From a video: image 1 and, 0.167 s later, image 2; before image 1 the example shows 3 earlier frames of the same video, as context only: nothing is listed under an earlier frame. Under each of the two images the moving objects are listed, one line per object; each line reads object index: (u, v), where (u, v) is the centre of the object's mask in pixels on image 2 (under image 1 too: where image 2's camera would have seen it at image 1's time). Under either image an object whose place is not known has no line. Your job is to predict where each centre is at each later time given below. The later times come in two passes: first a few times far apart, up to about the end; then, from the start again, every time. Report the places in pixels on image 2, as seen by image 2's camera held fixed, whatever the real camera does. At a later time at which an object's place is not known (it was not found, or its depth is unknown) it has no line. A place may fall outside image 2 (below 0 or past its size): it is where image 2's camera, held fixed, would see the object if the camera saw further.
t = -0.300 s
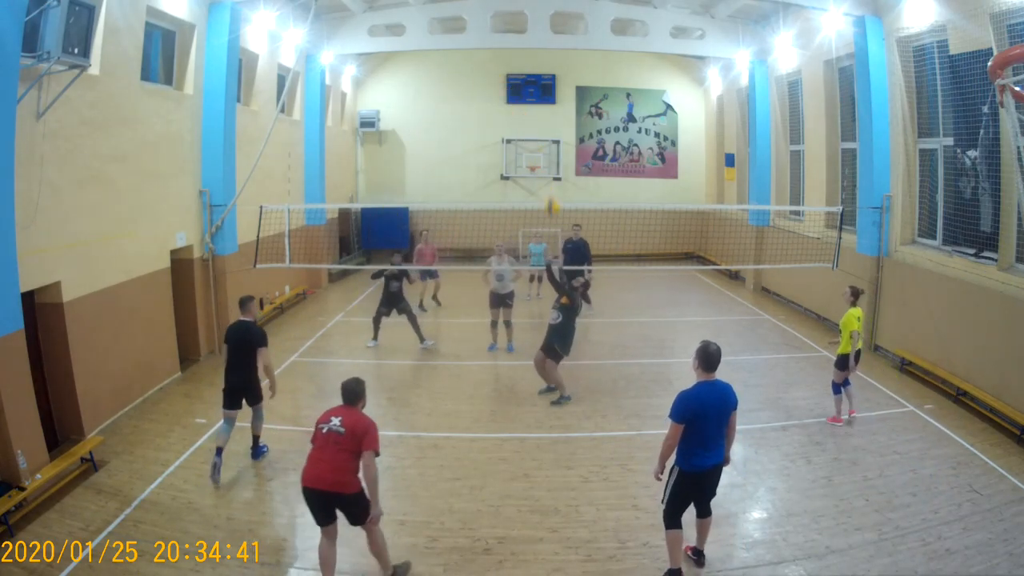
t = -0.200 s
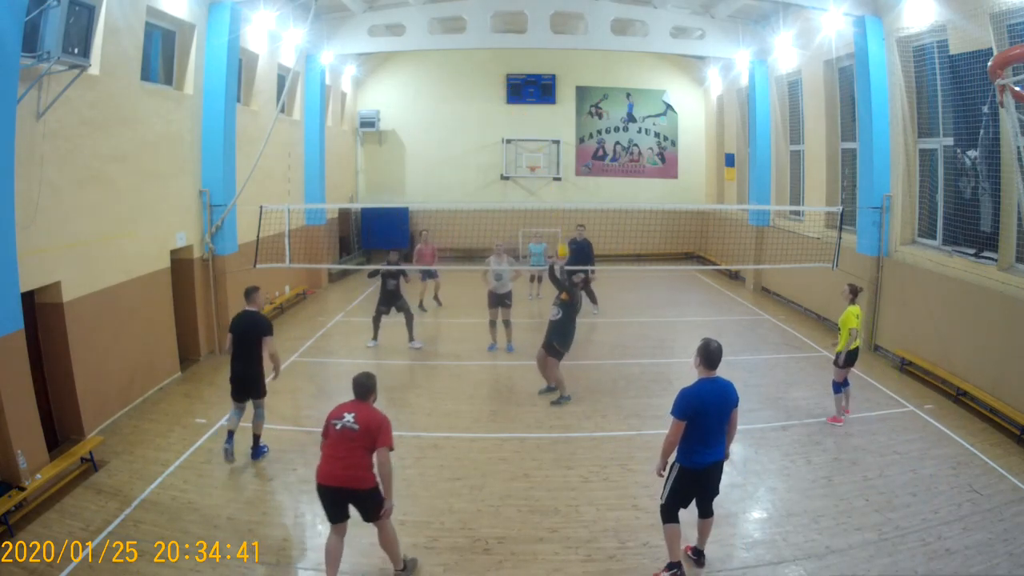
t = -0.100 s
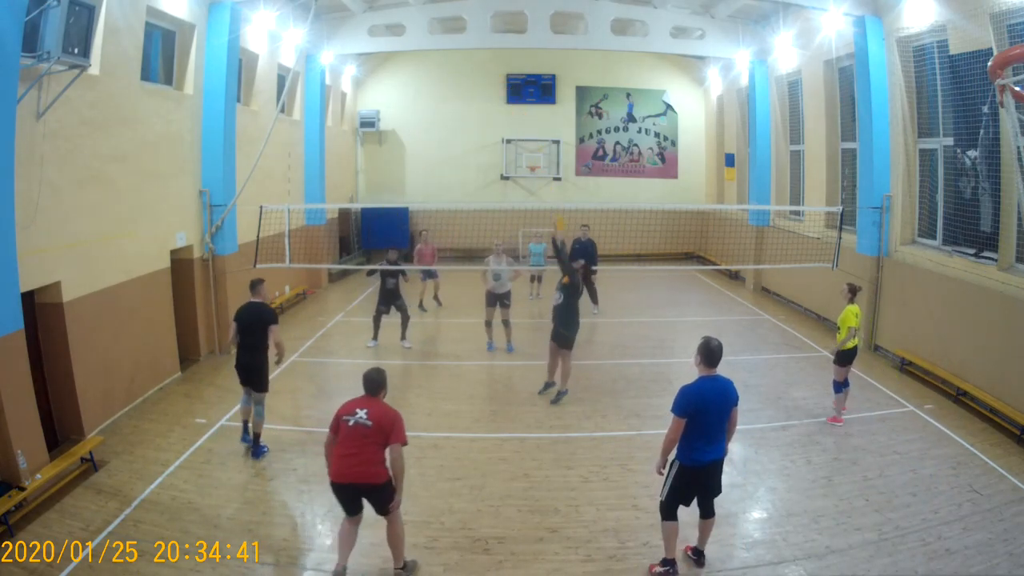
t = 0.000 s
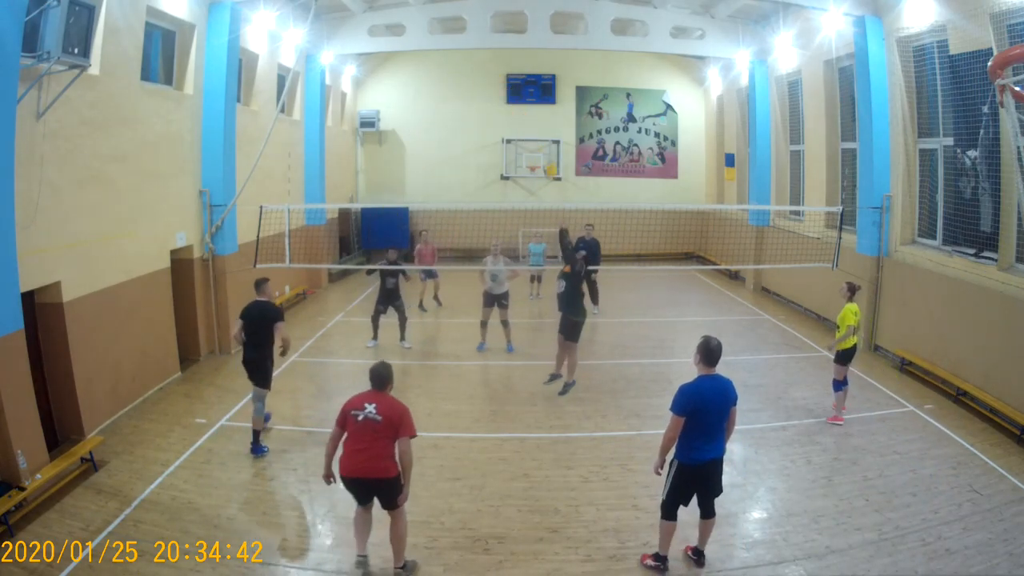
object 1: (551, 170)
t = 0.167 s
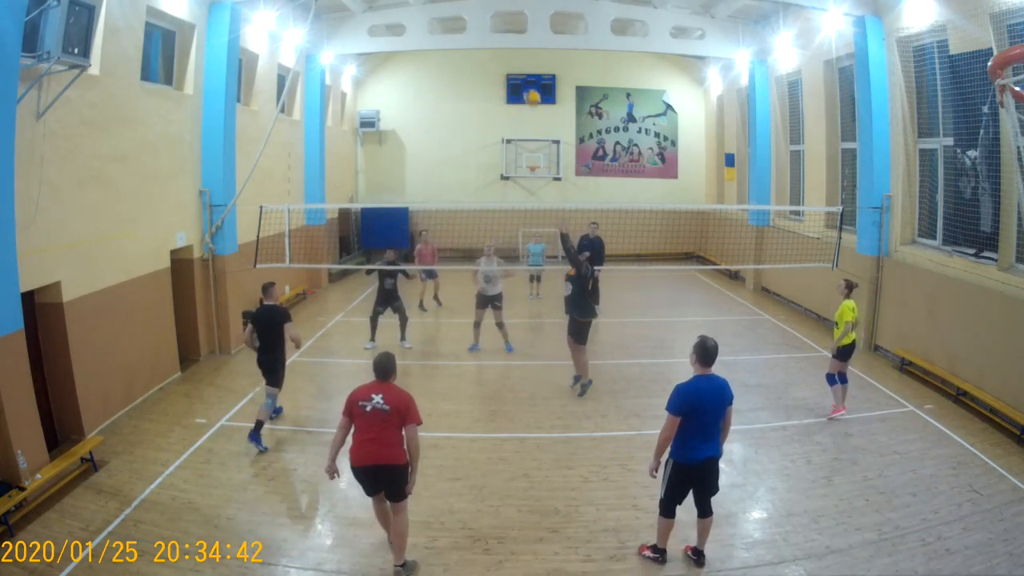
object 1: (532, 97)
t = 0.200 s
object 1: (528, 86)
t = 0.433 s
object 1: (503, 34)
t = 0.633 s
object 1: (482, 22)
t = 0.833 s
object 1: (462, 37)
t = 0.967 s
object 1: (449, 62)
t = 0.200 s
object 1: (528, 86)
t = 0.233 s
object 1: (525, 78)
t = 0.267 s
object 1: (521, 69)
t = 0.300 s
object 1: (517, 59)
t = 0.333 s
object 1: (514, 52)
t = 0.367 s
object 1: (511, 46)
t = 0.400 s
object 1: (507, 40)
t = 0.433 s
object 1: (503, 34)
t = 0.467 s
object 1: (500, 30)
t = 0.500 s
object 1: (497, 27)
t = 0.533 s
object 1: (494, 25)
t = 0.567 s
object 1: (490, 23)
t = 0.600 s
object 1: (486, 22)
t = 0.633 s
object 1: (482, 22)
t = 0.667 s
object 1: (479, 22)
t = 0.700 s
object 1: (476, 23)
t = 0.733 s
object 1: (472, 25)
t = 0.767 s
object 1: (469, 28)
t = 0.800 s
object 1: (465, 32)
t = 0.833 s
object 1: (462, 37)
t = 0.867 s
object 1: (459, 42)
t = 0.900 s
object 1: (455, 48)
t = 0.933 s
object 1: (452, 55)
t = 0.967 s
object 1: (449, 62)
